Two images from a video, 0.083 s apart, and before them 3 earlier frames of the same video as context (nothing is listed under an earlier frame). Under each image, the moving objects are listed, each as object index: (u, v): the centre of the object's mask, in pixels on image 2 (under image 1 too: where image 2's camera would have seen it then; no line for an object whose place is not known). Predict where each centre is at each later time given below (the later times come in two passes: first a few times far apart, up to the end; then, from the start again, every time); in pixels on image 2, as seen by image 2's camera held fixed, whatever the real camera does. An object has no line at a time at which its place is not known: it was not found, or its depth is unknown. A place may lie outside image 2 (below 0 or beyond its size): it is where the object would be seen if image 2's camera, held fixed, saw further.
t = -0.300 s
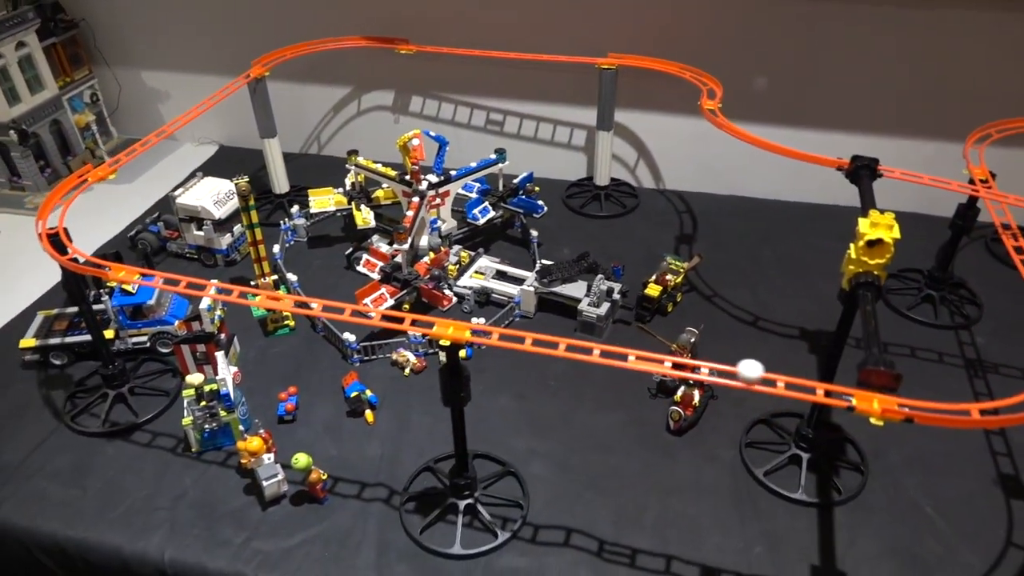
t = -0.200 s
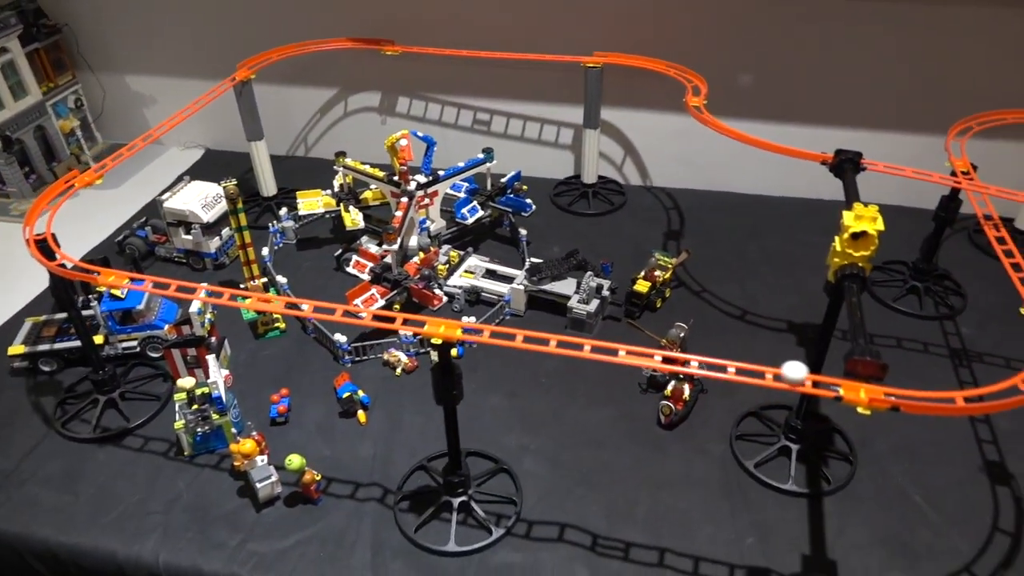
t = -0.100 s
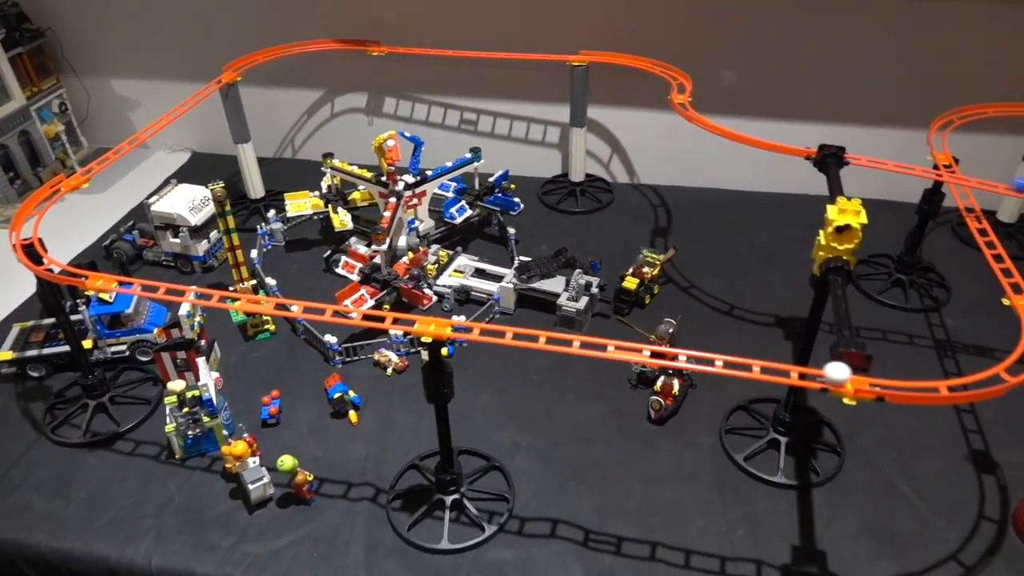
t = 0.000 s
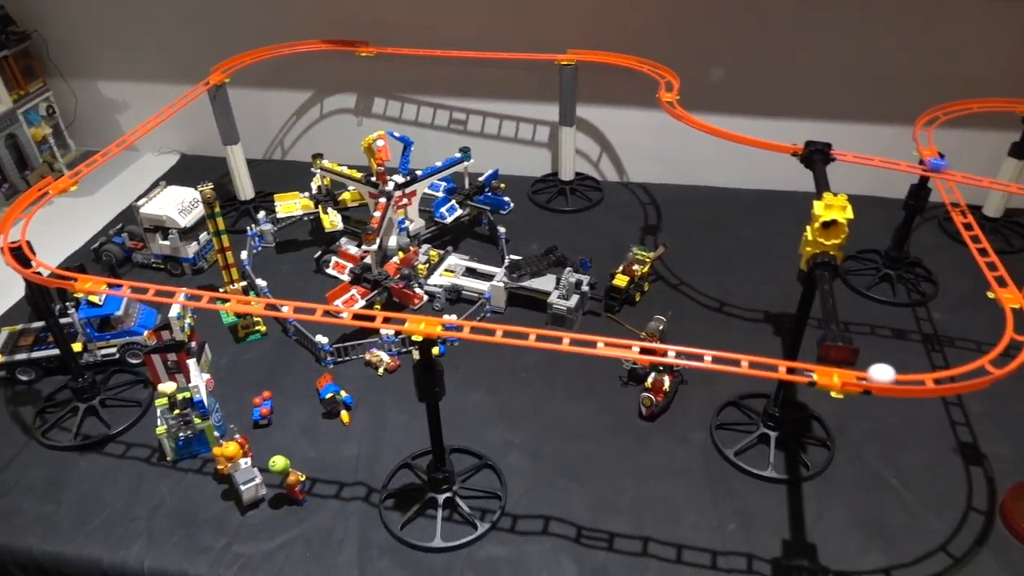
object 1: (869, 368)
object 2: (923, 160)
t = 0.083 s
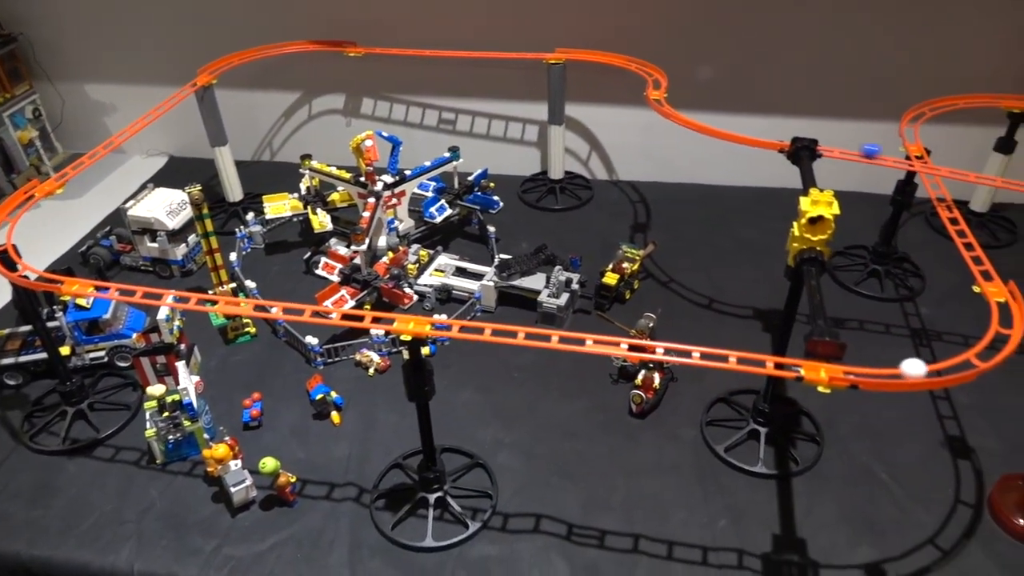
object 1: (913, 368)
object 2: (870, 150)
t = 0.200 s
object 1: (966, 359)
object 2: (804, 136)
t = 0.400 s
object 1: (1011, 314)
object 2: (709, 123)
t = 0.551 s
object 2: (668, 104)
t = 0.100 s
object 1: (921, 368)
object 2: (860, 149)
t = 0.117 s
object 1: (930, 367)
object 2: (851, 147)
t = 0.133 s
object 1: (938, 366)
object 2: (840, 146)
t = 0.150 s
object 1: (945, 364)
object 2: (831, 144)
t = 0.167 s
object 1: (952, 363)
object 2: (822, 143)
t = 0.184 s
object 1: (959, 361)
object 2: (816, 140)
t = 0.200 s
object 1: (966, 359)
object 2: (804, 136)
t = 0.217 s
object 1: (972, 357)
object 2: (793, 136)
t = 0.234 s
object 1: (978, 354)
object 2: (784, 137)
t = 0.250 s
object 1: (983, 351)
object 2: (777, 137)
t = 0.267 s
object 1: (988, 349)
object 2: (769, 136)
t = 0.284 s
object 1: (994, 344)
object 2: (761, 135)
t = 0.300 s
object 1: (998, 340)
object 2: (752, 134)
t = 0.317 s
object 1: (1002, 337)
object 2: (744, 132)
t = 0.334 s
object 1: (1005, 333)
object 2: (737, 130)
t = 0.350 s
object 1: (1007, 328)
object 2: (730, 129)
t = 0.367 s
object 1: (1009, 324)
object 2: (723, 127)
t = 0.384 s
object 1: (1011, 319)
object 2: (716, 125)
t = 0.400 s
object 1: (1011, 314)
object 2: (709, 123)
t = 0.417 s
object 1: (1012, 309)
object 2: (703, 121)
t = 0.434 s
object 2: (698, 120)
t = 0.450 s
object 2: (692, 118)
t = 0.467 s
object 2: (687, 116)
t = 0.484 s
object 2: (682, 113)
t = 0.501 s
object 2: (678, 111)
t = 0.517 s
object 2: (675, 109)
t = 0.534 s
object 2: (671, 106)
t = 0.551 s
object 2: (668, 104)
